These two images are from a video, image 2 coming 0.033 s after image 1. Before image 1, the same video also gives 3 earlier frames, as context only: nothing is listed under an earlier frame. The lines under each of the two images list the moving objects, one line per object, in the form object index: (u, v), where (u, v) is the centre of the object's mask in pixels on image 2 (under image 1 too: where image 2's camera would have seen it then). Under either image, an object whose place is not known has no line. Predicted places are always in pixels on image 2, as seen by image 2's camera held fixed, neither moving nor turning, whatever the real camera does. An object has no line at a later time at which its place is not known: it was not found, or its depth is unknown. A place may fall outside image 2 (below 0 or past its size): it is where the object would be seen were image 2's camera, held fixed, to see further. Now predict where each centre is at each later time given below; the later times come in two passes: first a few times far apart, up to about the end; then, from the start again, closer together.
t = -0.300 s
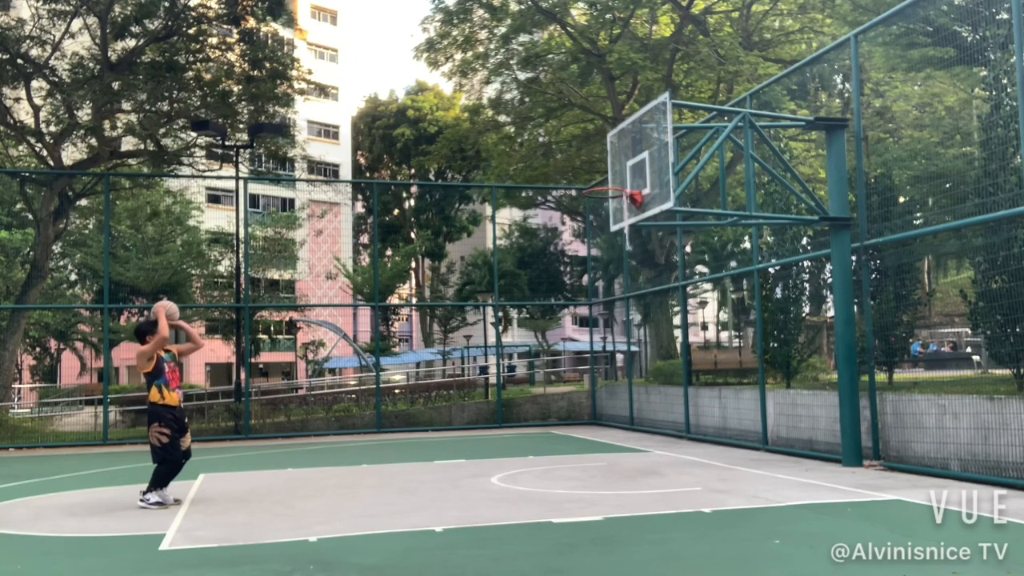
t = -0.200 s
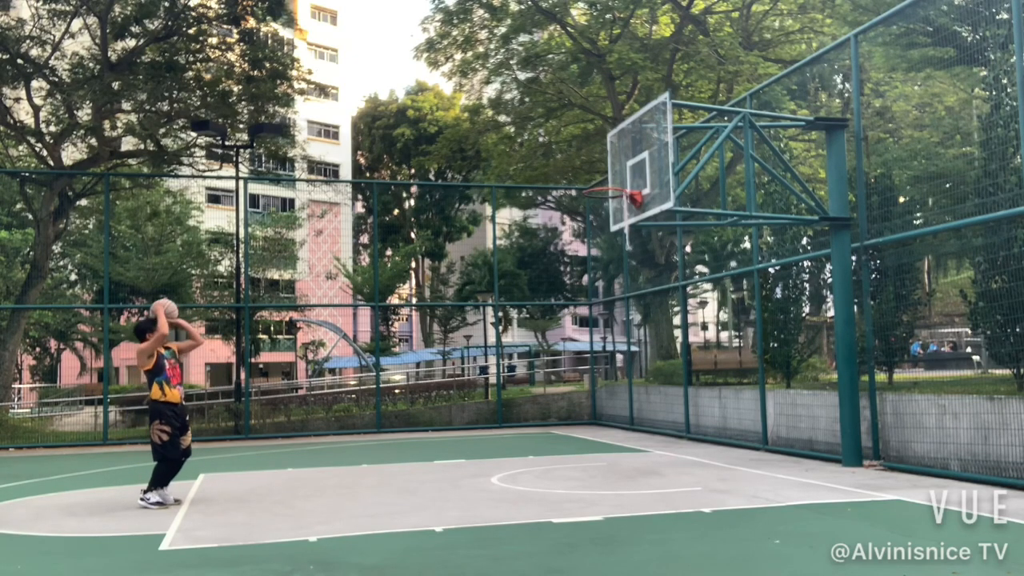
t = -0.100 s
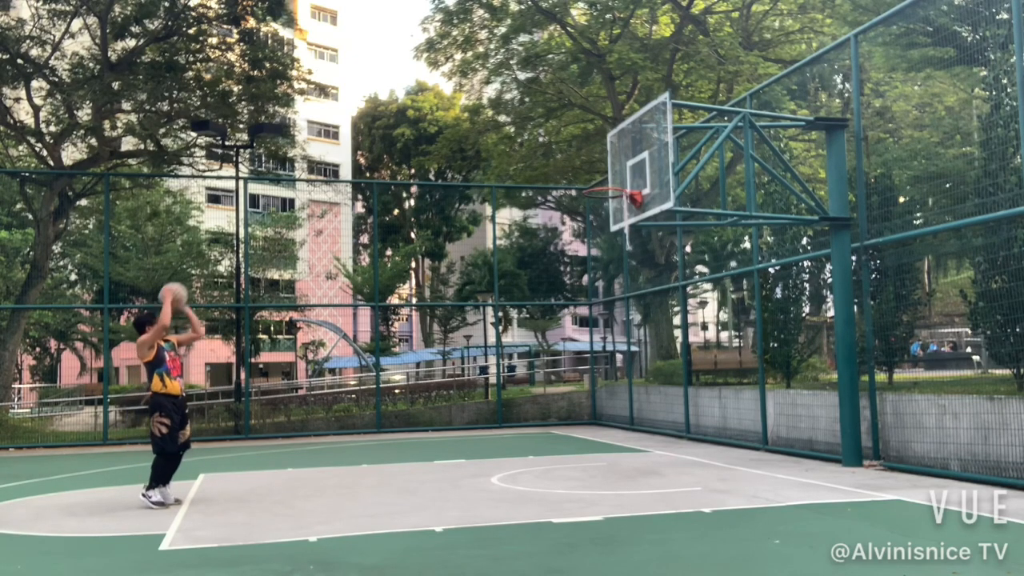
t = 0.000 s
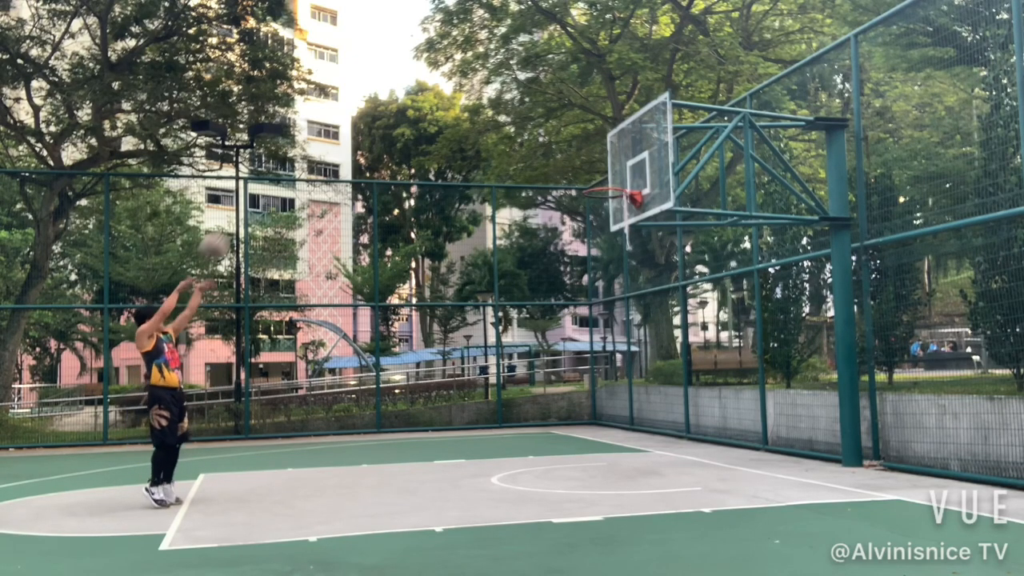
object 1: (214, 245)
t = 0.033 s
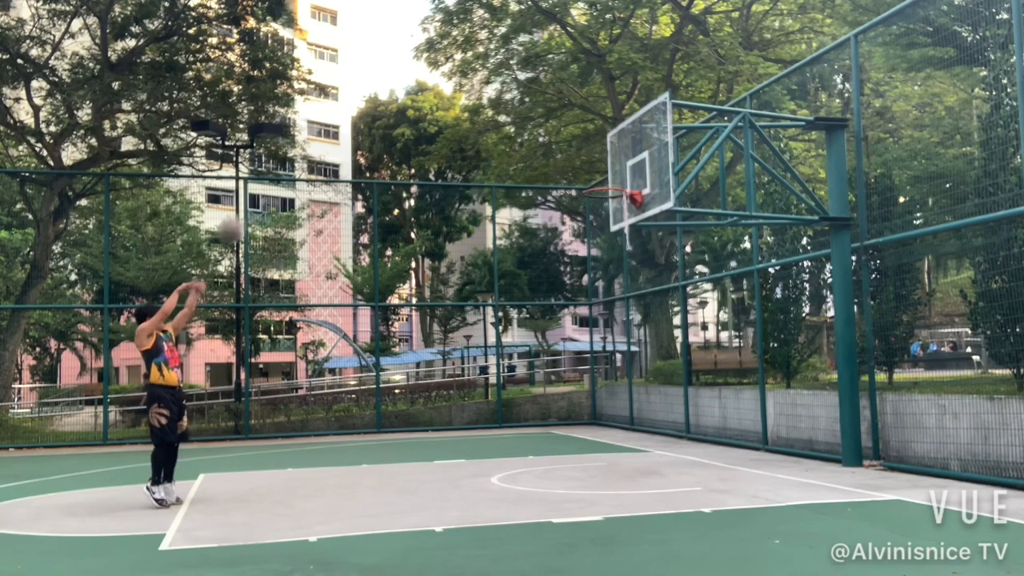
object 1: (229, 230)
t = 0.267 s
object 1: (342, 145)
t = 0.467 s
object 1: (426, 119)
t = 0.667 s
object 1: (507, 130)
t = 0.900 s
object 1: (593, 182)
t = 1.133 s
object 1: (645, 240)
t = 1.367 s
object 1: (692, 336)
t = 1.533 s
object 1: (729, 441)
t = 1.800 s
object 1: (747, 356)
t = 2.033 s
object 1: (758, 288)
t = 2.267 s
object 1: (773, 275)
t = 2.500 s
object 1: (792, 324)
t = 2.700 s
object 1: (811, 417)
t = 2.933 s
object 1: (833, 431)
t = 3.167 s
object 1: (858, 357)
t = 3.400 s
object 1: (888, 351)
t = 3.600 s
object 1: (919, 404)
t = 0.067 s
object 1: (248, 213)
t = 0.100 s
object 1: (263, 200)
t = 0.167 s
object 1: (296, 172)
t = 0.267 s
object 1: (342, 145)
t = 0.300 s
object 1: (358, 137)
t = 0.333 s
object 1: (371, 132)
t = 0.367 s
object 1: (385, 127)
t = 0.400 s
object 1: (398, 124)
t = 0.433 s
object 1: (413, 120)
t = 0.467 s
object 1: (426, 119)
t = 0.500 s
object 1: (440, 119)
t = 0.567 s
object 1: (468, 120)
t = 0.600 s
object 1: (481, 122)
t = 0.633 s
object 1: (494, 125)
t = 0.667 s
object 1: (507, 130)
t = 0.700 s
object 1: (520, 134)
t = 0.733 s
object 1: (533, 141)
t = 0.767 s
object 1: (545, 148)
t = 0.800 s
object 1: (558, 156)
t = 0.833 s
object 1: (570, 165)
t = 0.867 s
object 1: (582, 173)
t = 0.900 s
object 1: (593, 182)
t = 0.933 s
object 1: (606, 195)
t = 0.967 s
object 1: (612, 199)
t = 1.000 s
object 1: (620, 207)
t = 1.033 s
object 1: (626, 213)
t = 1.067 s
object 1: (633, 221)
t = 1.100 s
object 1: (639, 230)
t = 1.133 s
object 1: (645, 240)
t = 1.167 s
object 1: (651, 250)
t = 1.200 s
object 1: (657, 261)
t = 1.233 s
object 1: (663, 272)
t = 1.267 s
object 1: (670, 287)
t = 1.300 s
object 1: (677, 301)
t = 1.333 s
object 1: (683, 318)
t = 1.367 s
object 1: (692, 336)
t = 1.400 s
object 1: (699, 356)
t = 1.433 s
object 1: (705, 373)
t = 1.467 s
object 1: (714, 396)
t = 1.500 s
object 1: (721, 419)
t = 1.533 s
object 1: (729, 441)
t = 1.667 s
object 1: (742, 420)
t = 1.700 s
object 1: (743, 402)
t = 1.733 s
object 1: (744, 385)
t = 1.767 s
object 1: (746, 370)
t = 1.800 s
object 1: (747, 356)
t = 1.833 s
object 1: (749, 342)
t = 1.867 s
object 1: (751, 330)
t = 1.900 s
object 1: (752, 319)
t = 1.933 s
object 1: (754, 310)
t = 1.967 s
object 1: (755, 302)
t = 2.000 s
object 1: (757, 294)
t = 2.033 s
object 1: (758, 288)
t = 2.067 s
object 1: (761, 283)
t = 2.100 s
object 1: (763, 279)
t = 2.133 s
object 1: (765, 275)
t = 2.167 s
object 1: (767, 273)
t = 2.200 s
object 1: (768, 273)
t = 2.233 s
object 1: (771, 273)
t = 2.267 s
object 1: (773, 275)
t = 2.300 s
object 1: (775, 278)
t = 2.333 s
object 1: (777, 282)
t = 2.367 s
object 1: (780, 288)
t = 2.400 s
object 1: (783, 295)
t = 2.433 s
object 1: (786, 303)
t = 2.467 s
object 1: (789, 313)
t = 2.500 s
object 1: (792, 324)
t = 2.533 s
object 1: (795, 336)
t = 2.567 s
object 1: (797, 349)
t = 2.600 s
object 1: (801, 364)
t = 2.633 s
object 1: (804, 380)
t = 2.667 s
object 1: (807, 398)
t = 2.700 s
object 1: (811, 417)
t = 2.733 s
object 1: (814, 440)
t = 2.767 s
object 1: (817, 461)
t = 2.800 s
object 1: (821, 487)
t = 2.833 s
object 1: (824, 484)
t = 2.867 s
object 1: (827, 464)
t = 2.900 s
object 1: (830, 447)
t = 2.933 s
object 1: (833, 431)
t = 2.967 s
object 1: (836, 416)
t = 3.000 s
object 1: (840, 403)
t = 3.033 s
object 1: (843, 391)
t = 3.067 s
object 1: (847, 380)
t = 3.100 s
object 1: (850, 370)
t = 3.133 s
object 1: (854, 363)
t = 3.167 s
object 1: (858, 357)
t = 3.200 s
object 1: (862, 352)
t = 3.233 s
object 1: (866, 348)
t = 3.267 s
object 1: (870, 346)
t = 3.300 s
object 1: (874, 345)
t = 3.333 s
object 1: (879, 345)
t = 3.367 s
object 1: (884, 347)
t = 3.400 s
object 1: (888, 351)
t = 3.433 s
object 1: (893, 355)
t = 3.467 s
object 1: (898, 361)
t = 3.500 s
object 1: (903, 369)
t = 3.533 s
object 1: (908, 379)
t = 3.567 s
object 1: (914, 391)
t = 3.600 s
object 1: (919, 404)
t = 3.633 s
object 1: (925, 419)
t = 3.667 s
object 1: (931, 436)
